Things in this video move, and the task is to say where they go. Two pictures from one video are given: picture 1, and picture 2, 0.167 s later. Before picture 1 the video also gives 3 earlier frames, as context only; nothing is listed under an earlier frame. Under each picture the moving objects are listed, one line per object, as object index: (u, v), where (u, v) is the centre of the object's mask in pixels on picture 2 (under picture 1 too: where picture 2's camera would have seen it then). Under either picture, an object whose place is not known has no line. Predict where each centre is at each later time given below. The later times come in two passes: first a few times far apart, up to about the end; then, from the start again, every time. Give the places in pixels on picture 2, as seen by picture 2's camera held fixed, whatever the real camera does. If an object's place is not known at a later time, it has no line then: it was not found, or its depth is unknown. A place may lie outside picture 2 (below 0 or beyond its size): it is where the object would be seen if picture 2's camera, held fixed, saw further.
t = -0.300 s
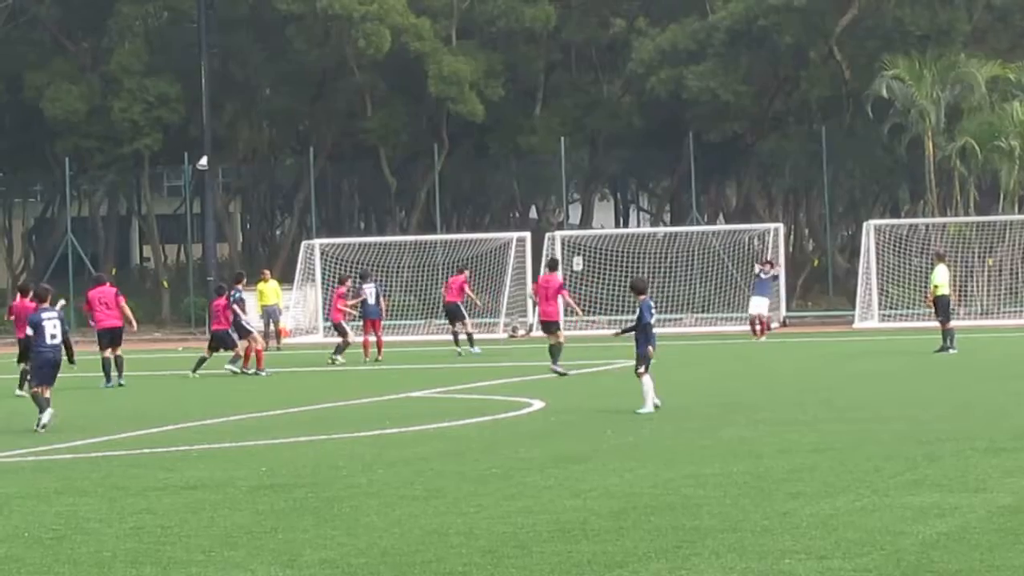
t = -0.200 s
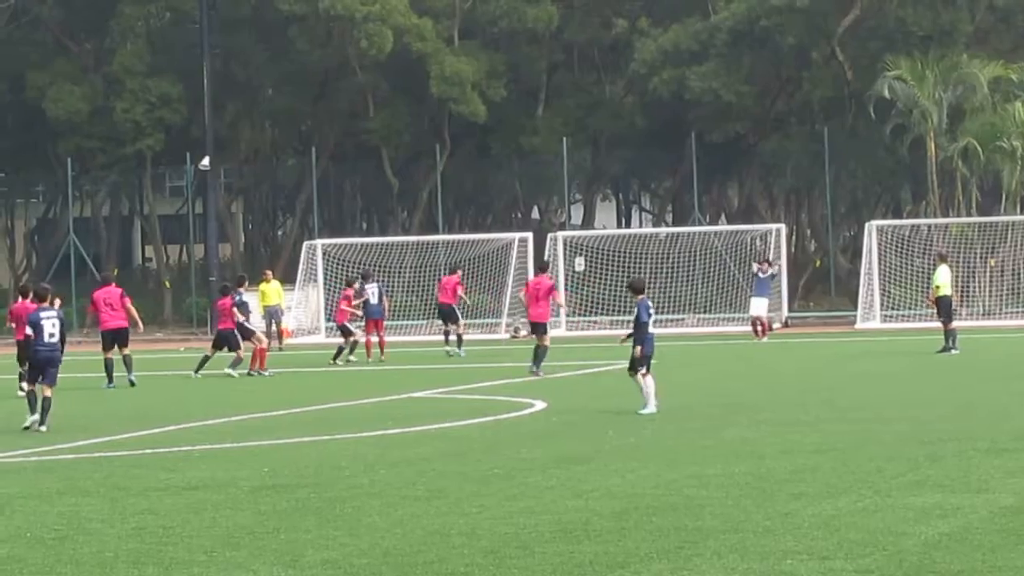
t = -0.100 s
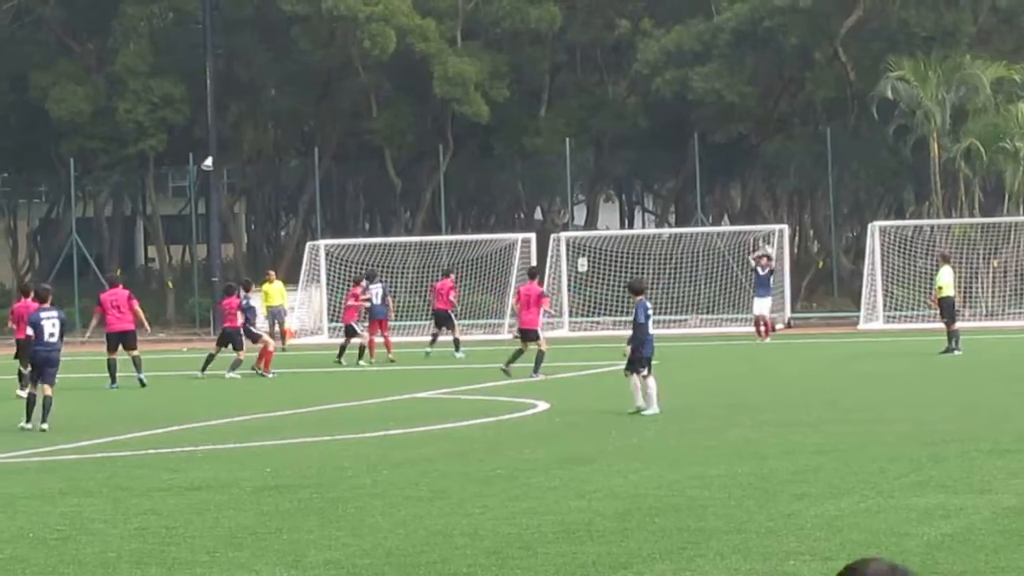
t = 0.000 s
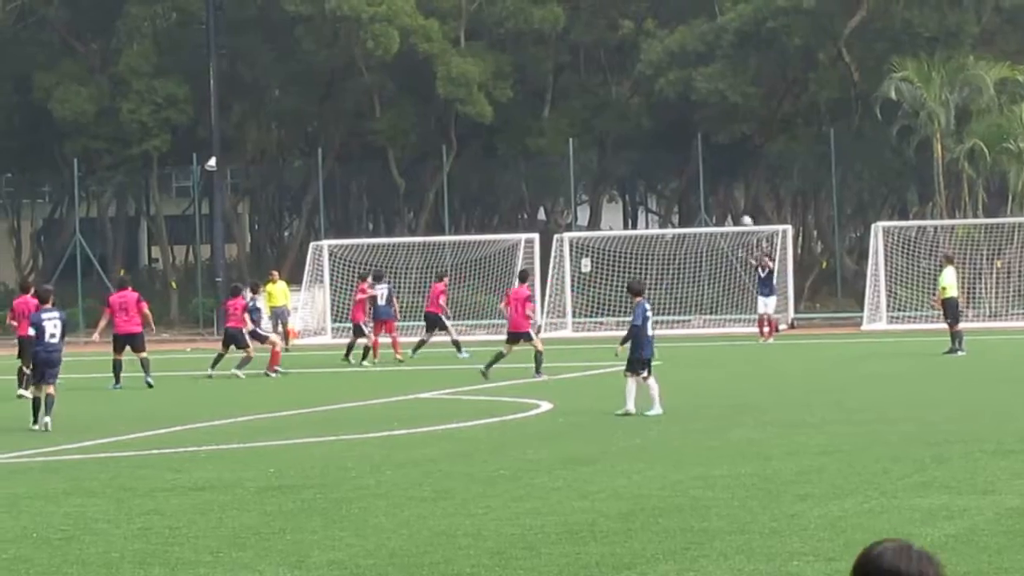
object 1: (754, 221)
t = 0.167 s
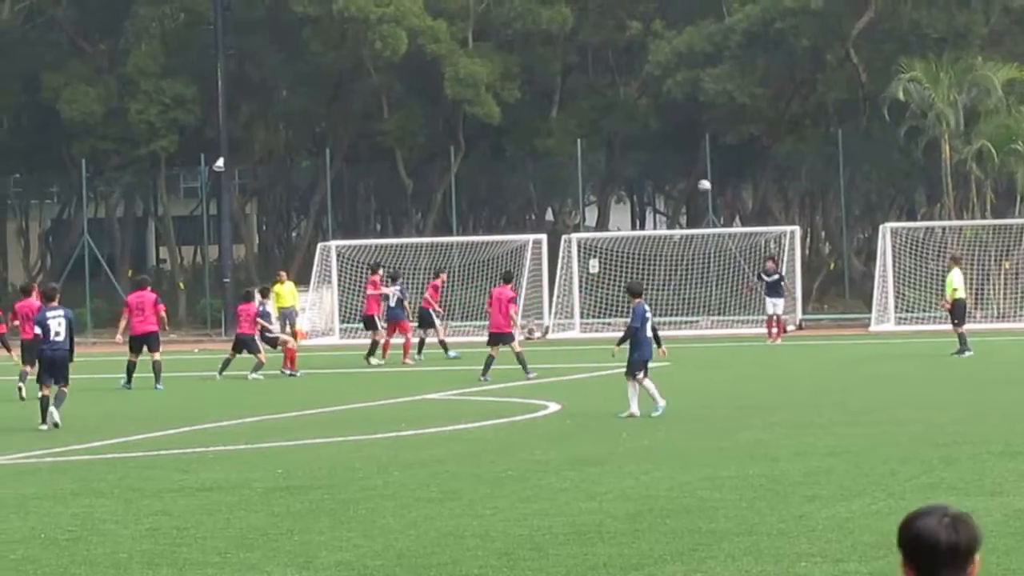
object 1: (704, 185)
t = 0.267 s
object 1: (673, 169)
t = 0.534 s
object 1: (588, 147)
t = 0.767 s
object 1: (512, 157)
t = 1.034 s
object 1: (421, 202)
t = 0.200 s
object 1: (694, 179)
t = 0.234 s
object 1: (683, 174)
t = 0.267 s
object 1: (673, 169)
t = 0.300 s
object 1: (663, 164)
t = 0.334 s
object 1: (653, 160)
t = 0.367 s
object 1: (642, 157)
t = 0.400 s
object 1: (632, 154)
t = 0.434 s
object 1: (621, 152)
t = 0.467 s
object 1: (611, 149)
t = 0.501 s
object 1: (600, 148)
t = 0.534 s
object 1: (588, 147)
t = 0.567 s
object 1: (578, 146)
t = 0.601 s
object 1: (568, 147)
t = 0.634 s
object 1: (556, 147)
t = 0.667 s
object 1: (546, 149)
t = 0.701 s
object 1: (534, 151)
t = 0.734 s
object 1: (524, 154)
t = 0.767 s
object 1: (512, 157)
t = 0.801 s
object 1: (501, 160)
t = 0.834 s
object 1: (490, 164)
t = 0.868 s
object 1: (479, 169)
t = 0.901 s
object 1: (467, 174)
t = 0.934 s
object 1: (456, 181)
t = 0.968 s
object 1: (444, 187)
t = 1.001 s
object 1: (432, 194)
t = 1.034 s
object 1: (421, 202)
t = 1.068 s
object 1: (409, 211)
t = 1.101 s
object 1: (396, 220)
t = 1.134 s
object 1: (385, 230)
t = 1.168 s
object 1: (373, 237)
